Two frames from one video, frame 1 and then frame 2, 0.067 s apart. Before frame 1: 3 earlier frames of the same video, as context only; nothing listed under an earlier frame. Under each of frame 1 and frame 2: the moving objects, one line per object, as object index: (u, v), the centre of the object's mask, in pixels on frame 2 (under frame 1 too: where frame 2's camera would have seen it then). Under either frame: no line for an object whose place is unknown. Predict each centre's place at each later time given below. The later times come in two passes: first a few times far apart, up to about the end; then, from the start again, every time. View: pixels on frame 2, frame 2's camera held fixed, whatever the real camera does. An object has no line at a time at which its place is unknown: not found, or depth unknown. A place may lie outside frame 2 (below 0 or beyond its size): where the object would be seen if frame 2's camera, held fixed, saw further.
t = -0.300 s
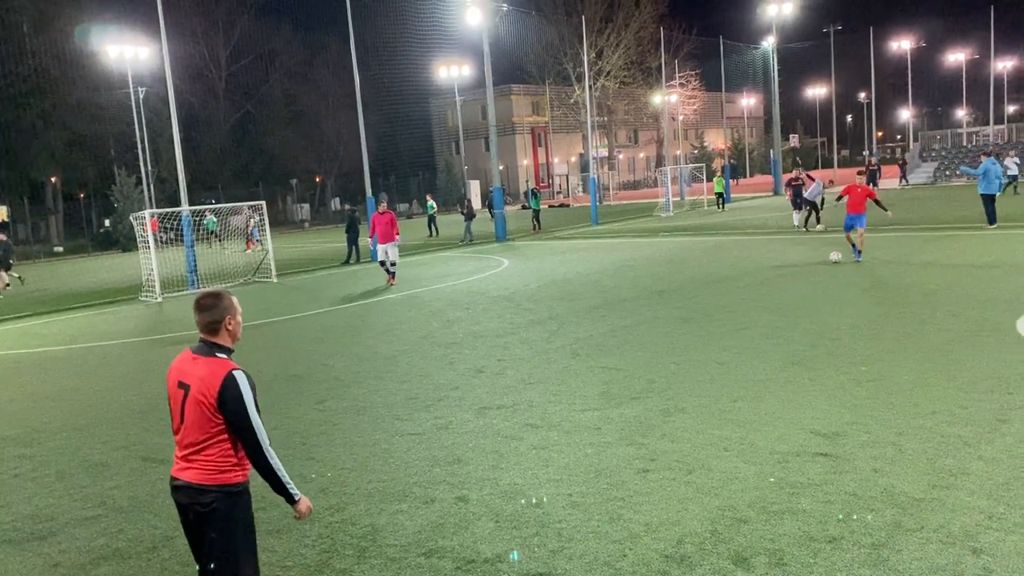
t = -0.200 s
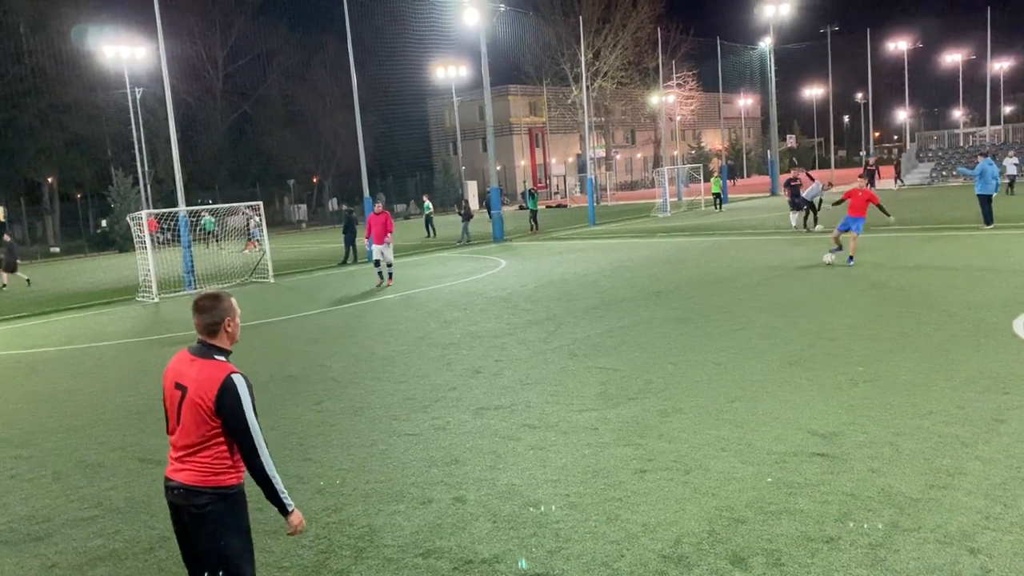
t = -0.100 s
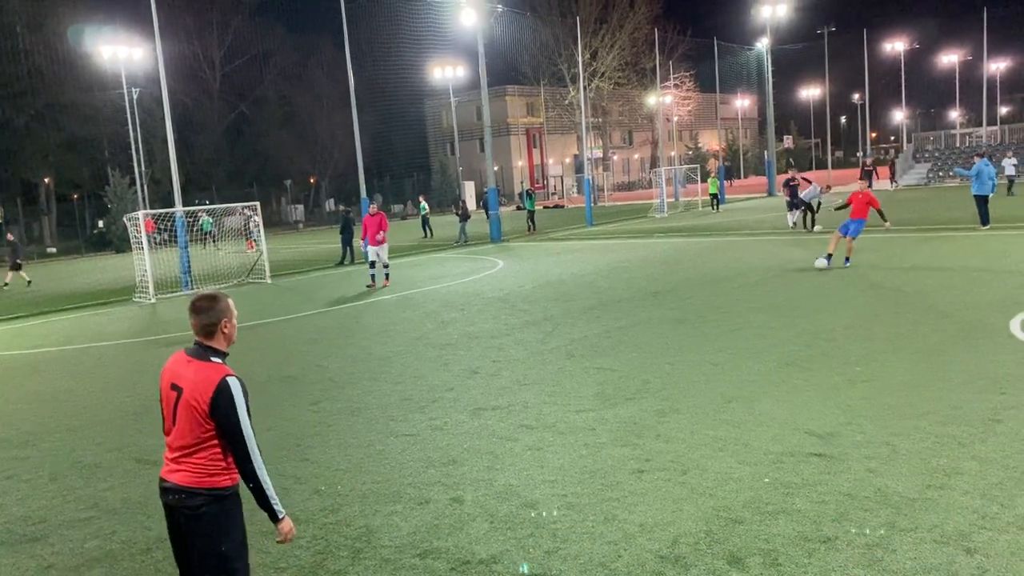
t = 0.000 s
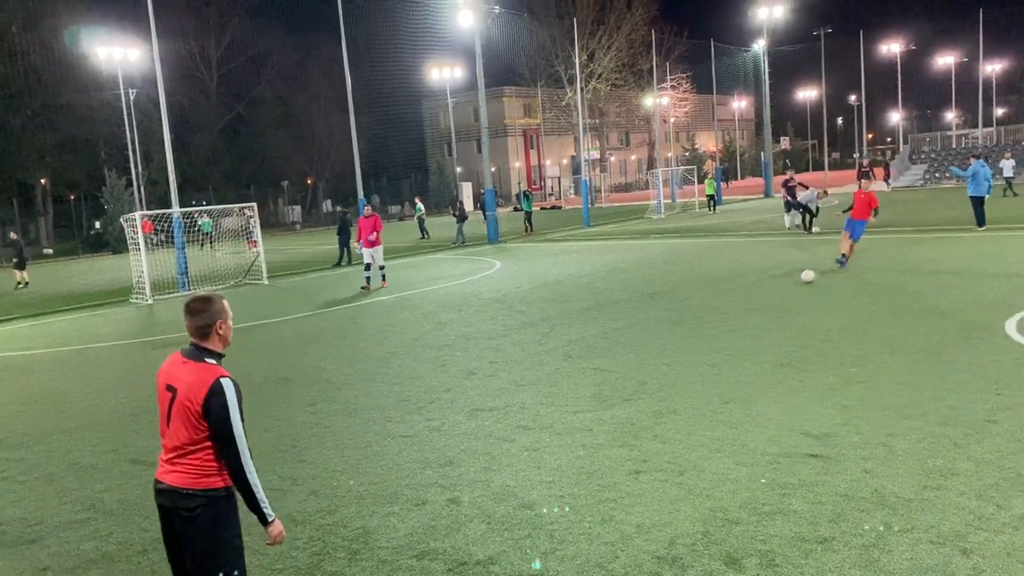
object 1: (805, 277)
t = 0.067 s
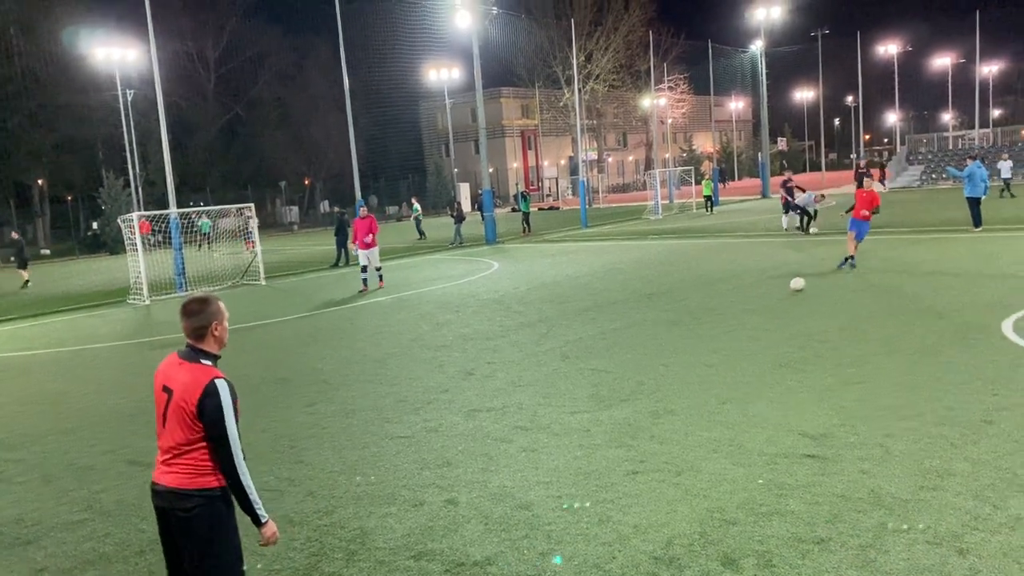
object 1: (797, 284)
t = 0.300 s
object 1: (765, 317)
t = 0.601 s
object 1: (710, 379)
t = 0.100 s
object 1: (793, 288)
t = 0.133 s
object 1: (789, 293)
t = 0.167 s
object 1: (785, 300)
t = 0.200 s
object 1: (780, 305)
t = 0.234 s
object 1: (775, 308)
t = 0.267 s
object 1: (771, 311)
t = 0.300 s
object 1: (765, 317)
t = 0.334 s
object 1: (760, 325)
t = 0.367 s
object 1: (755, 333)
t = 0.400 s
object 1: (749, 340)
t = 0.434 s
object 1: (744, 343)
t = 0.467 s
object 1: (737, 347)
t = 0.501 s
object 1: (731, 352)
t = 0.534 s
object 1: (724, 360)
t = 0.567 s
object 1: (717, 368)
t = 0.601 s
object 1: (710, 379)
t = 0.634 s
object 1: (702, 391)
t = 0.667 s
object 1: (694, 407)
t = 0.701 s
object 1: (686, 414)
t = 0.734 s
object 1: (678, 420)
